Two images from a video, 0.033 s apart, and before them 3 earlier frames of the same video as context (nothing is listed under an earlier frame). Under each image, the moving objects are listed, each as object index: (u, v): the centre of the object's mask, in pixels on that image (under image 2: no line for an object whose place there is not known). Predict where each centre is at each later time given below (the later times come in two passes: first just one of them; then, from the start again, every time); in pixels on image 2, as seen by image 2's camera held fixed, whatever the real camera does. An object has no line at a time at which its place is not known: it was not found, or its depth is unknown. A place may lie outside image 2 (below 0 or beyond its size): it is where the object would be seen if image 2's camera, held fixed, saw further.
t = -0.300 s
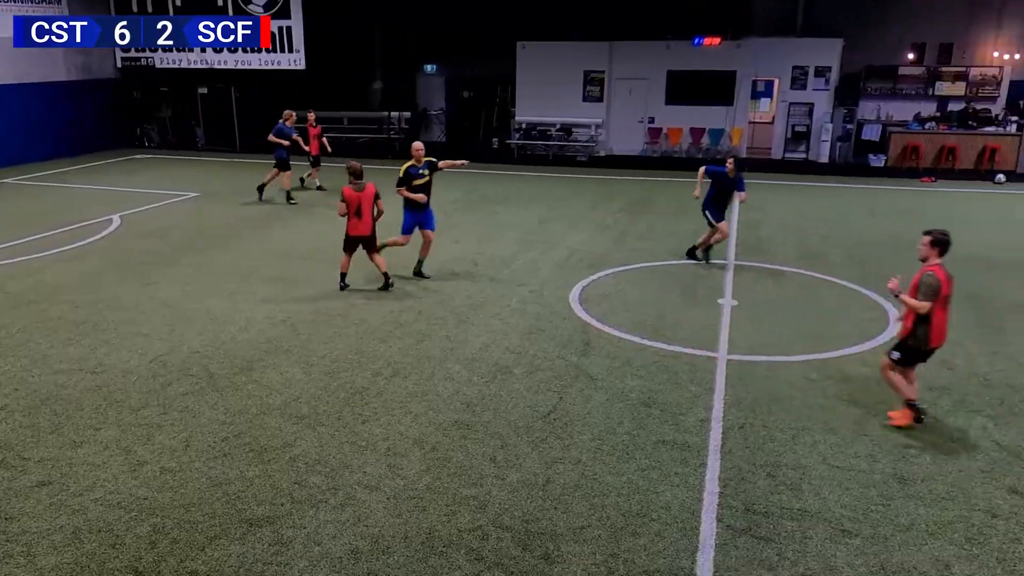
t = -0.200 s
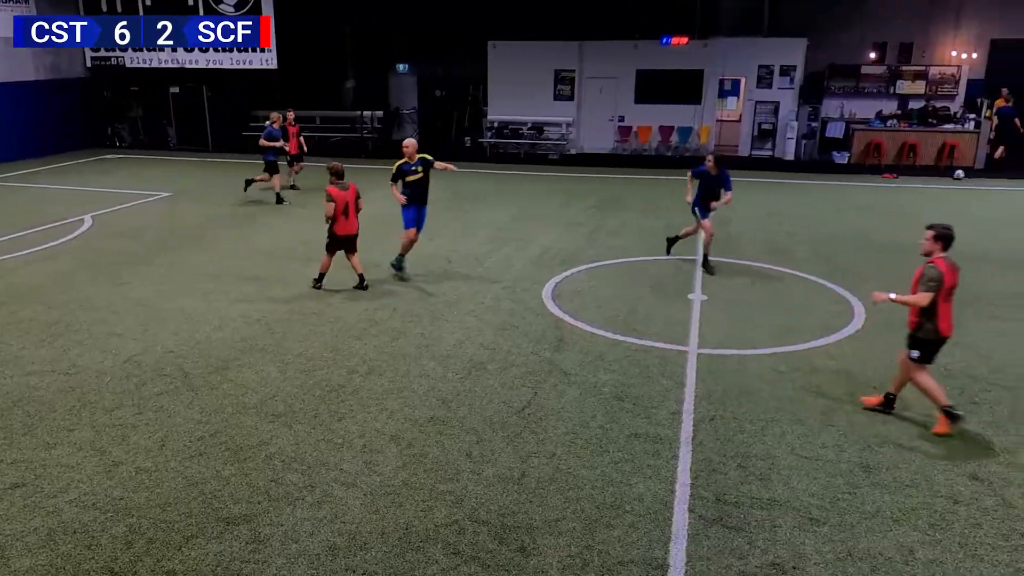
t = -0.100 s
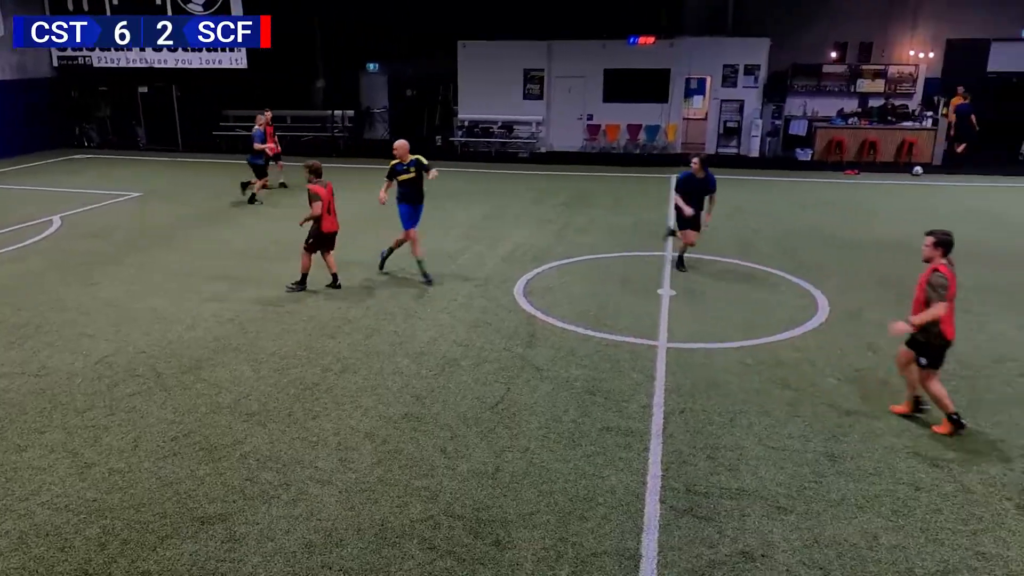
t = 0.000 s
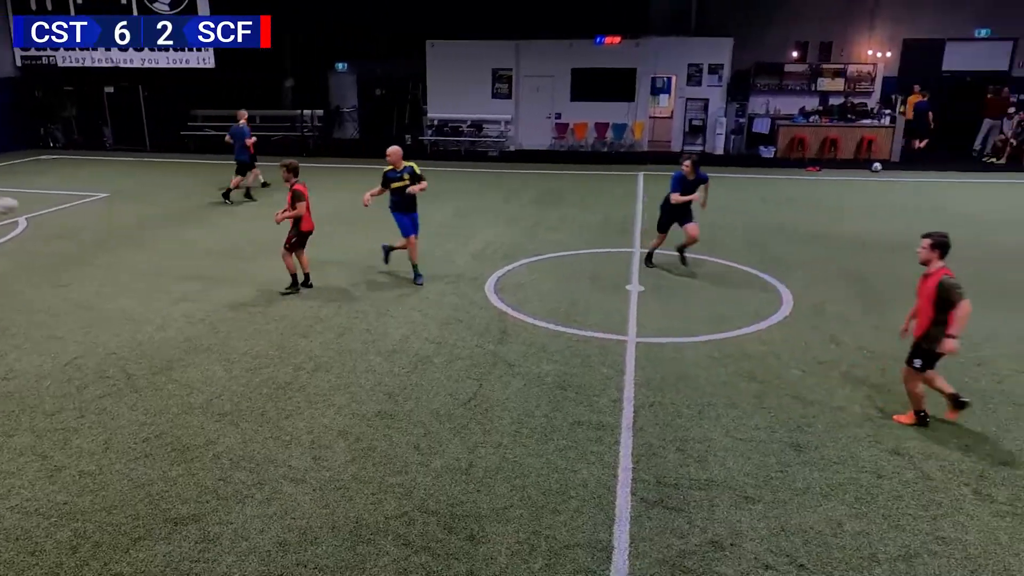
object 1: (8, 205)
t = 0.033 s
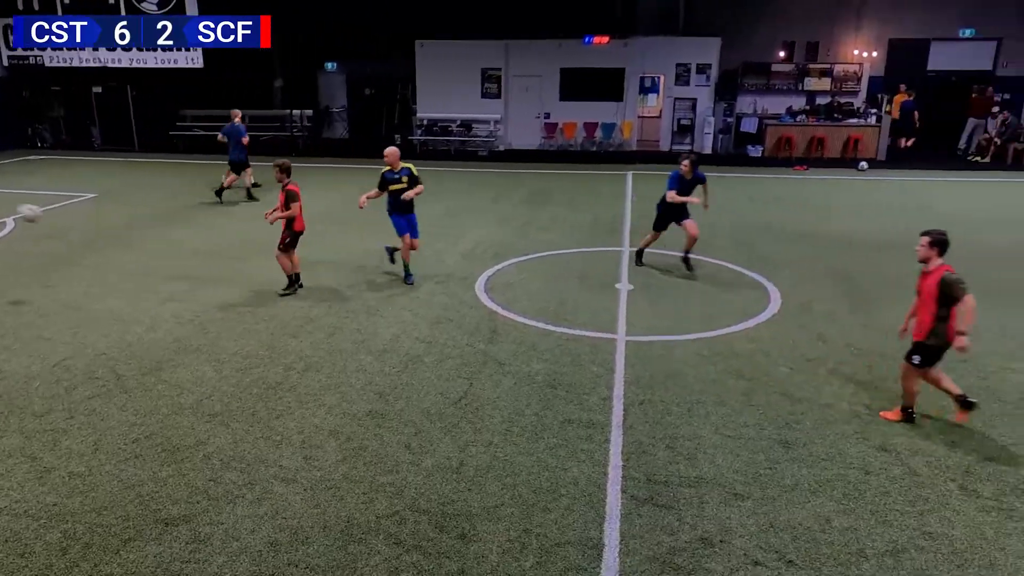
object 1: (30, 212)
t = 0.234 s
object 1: (263, 270)
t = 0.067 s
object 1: (67, 219)
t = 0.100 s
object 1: (104, 228)
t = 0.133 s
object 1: (143, 238)
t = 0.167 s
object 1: (183, 247)
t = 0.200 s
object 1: (223, 258)
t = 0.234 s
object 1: (263, 270)
